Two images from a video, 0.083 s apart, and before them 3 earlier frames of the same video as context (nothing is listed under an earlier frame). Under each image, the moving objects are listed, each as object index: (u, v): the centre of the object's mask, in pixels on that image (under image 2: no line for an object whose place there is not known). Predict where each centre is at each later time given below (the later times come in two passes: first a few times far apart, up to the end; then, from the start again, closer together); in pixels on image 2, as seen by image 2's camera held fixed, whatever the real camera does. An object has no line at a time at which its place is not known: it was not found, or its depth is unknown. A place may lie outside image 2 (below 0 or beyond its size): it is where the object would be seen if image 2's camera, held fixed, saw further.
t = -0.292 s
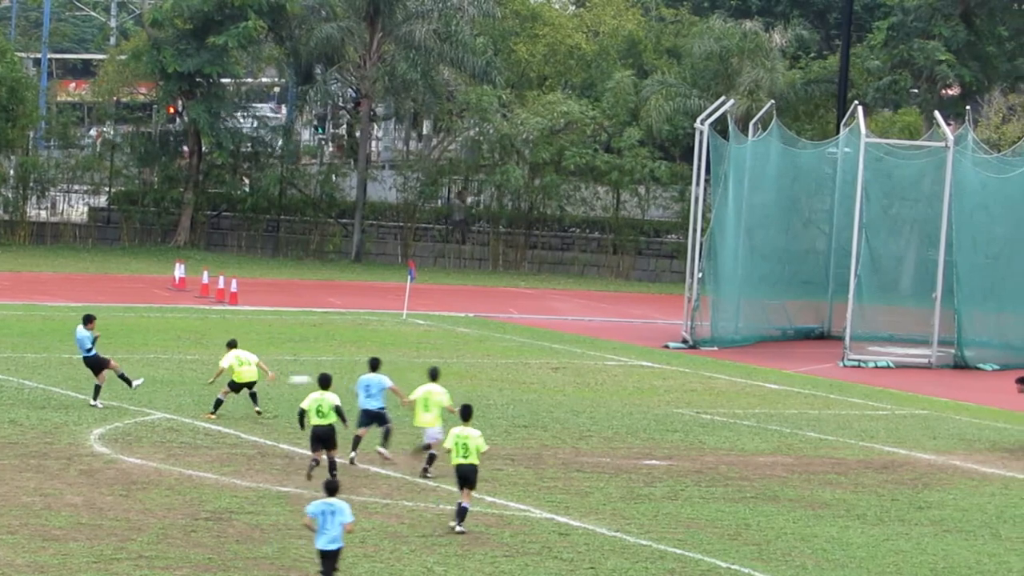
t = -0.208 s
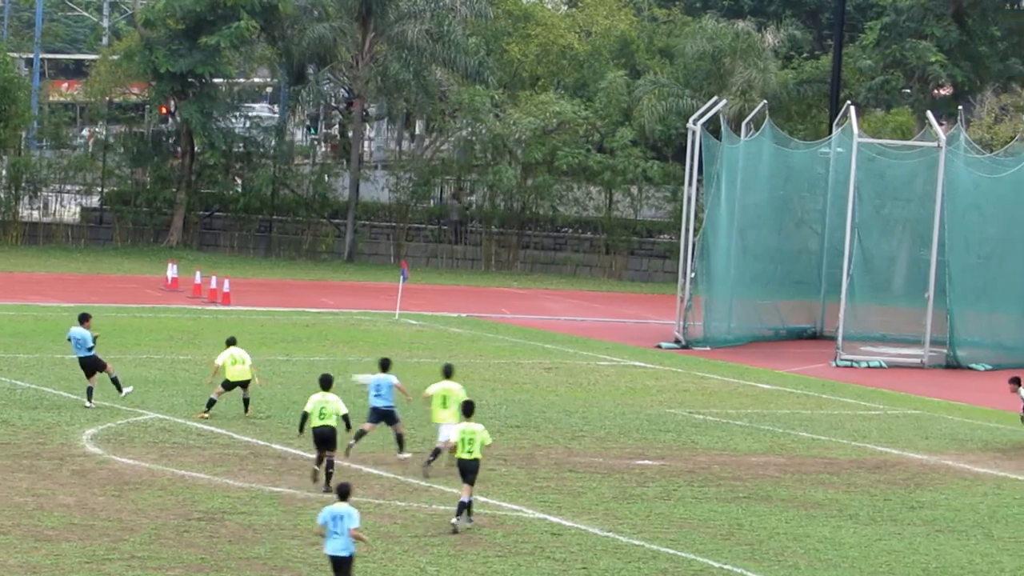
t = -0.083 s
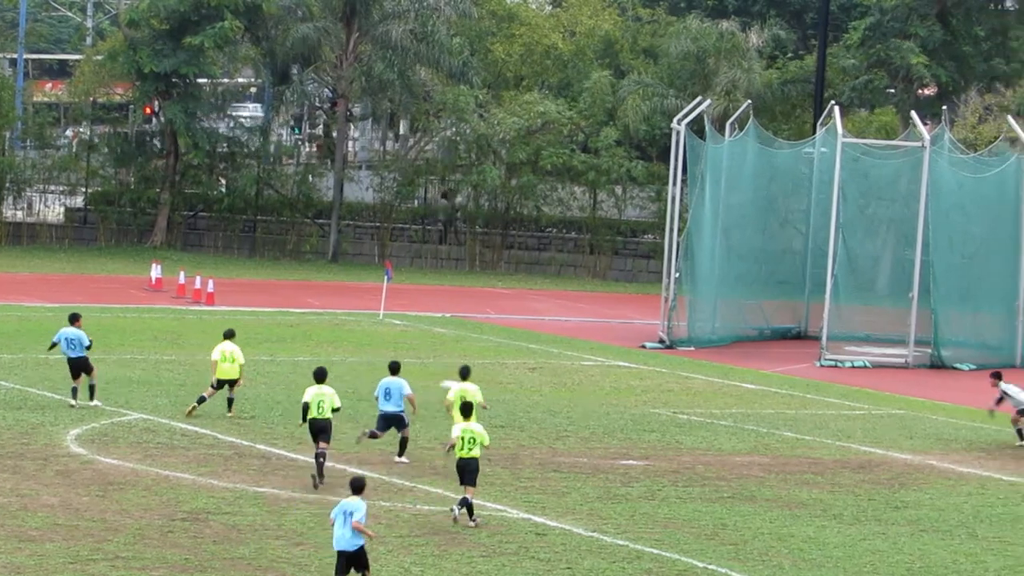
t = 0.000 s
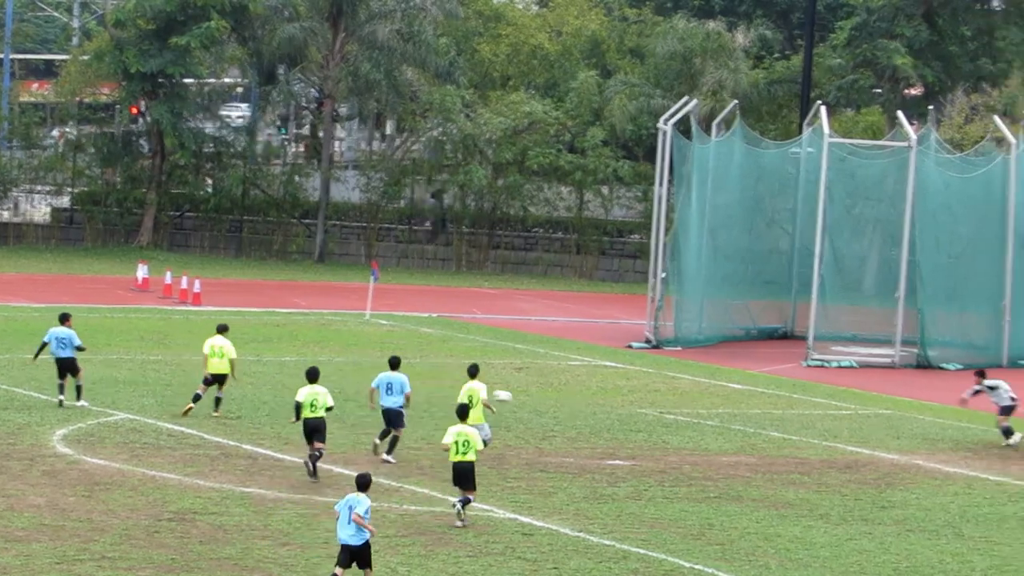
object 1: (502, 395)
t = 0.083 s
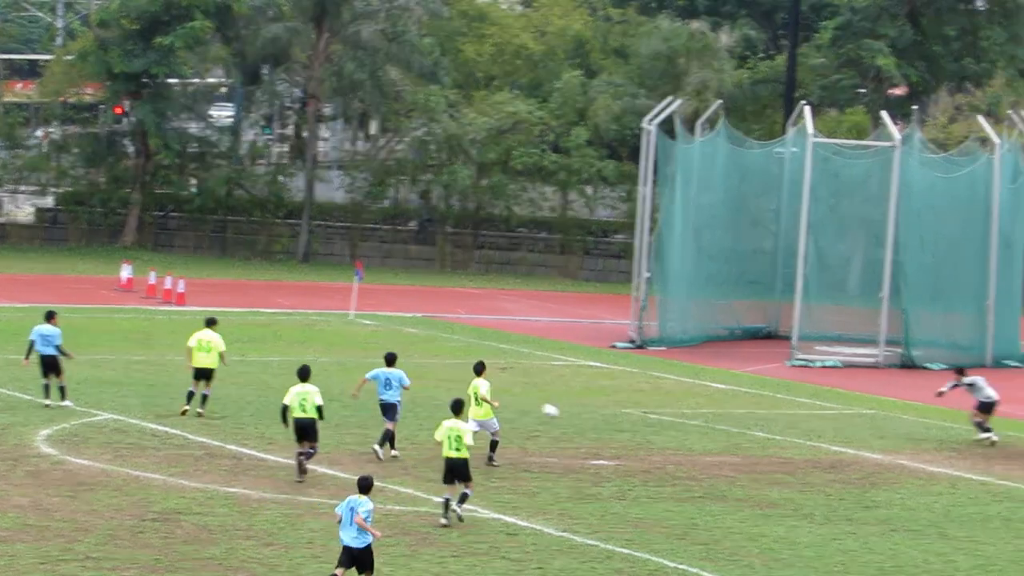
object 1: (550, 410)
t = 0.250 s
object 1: (652, 407)
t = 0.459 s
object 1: (766, 407)
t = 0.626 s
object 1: (853, 428)
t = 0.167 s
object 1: (605, 414)
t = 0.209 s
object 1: (628, 410)
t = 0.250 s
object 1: (652, 407)
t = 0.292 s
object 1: (675, 405)
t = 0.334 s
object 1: (699, 404)
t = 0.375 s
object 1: (721, 403)
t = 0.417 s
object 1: (744, 405)
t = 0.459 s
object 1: (766, 407)
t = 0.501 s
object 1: (788, 410)
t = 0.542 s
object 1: (810, 415)
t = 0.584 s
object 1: (832, 421)
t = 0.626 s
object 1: (853, 428)
